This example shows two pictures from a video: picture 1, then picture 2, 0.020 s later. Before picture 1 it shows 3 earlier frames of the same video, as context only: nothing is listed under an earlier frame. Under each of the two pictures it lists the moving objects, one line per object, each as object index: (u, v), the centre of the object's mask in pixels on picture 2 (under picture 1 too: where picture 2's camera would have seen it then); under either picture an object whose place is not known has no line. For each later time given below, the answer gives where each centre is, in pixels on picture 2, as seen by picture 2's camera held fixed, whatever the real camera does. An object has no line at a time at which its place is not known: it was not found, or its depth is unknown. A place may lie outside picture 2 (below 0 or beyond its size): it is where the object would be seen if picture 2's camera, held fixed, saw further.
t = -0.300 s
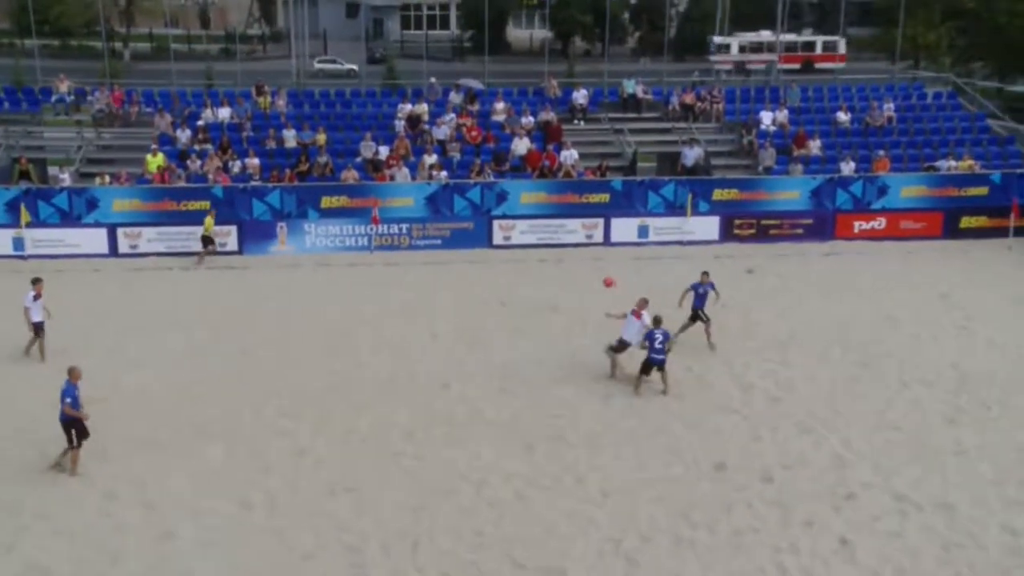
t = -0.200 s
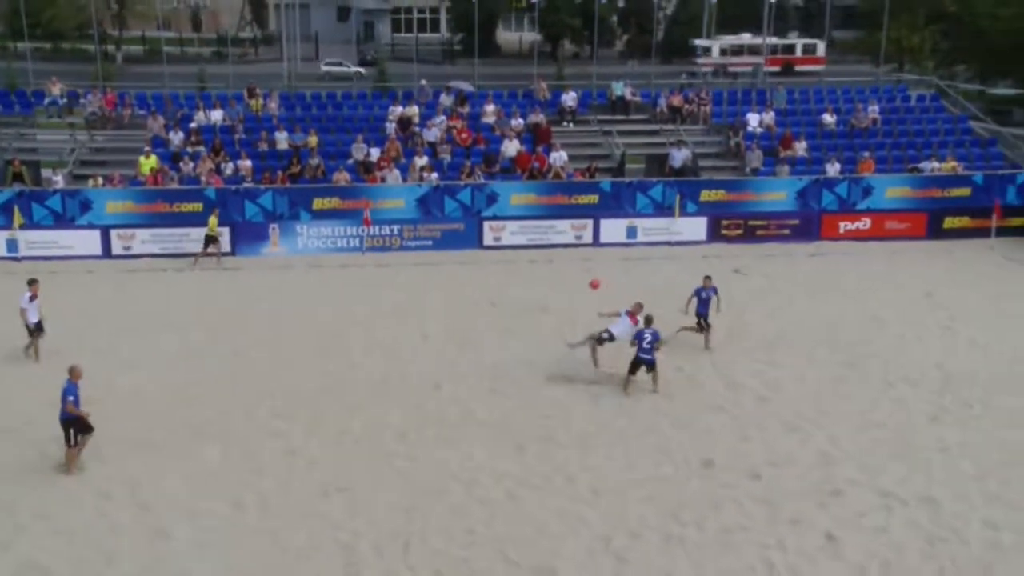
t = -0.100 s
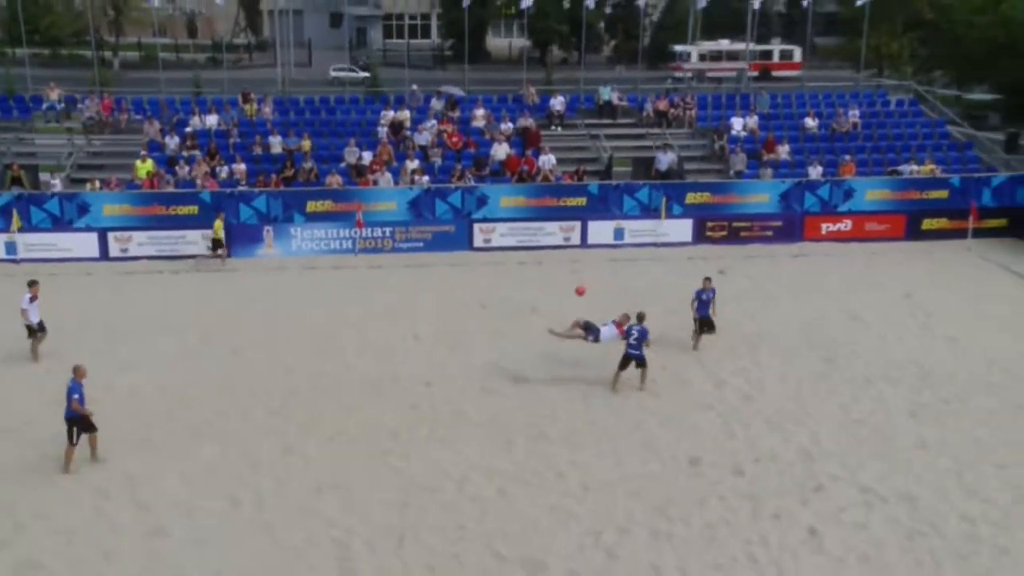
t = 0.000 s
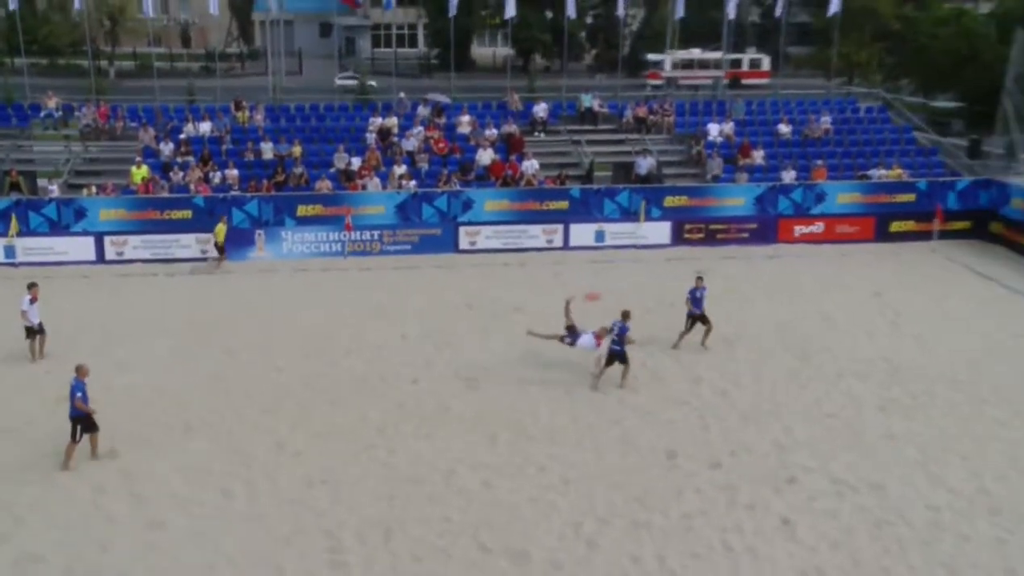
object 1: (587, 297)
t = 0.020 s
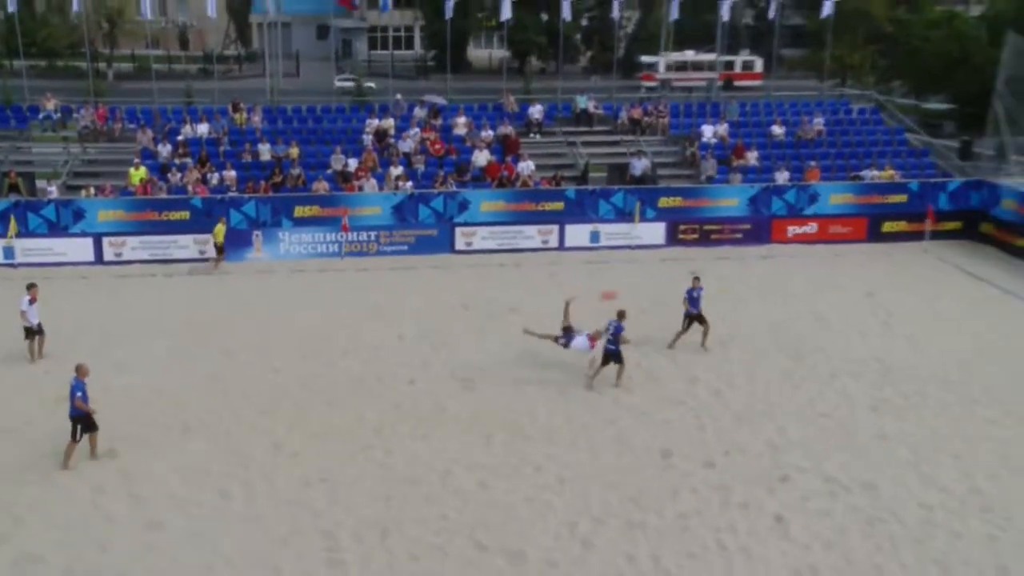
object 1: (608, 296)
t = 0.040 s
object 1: (629, 295)
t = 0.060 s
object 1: (648, 294)
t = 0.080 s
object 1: (669, 293)
